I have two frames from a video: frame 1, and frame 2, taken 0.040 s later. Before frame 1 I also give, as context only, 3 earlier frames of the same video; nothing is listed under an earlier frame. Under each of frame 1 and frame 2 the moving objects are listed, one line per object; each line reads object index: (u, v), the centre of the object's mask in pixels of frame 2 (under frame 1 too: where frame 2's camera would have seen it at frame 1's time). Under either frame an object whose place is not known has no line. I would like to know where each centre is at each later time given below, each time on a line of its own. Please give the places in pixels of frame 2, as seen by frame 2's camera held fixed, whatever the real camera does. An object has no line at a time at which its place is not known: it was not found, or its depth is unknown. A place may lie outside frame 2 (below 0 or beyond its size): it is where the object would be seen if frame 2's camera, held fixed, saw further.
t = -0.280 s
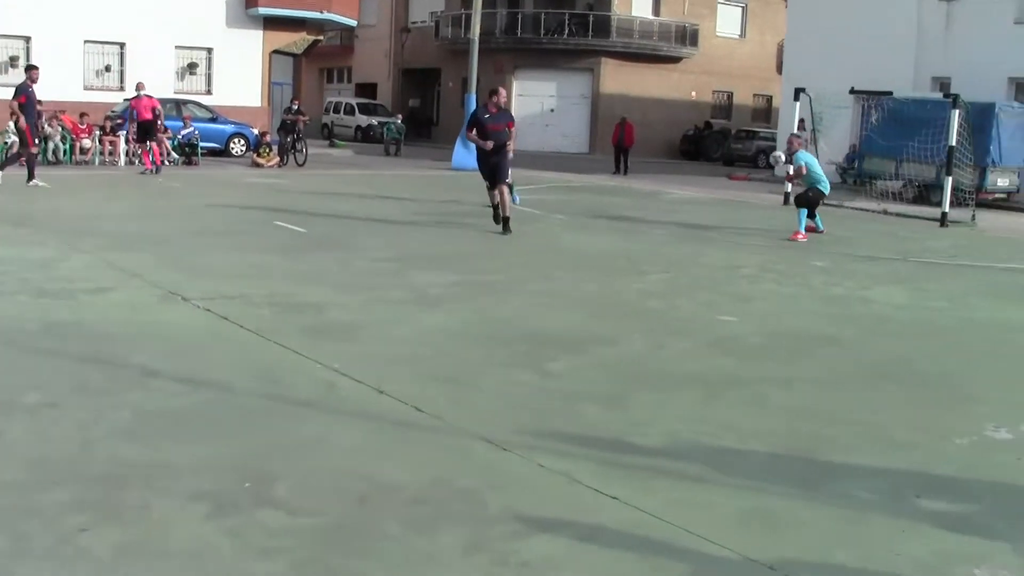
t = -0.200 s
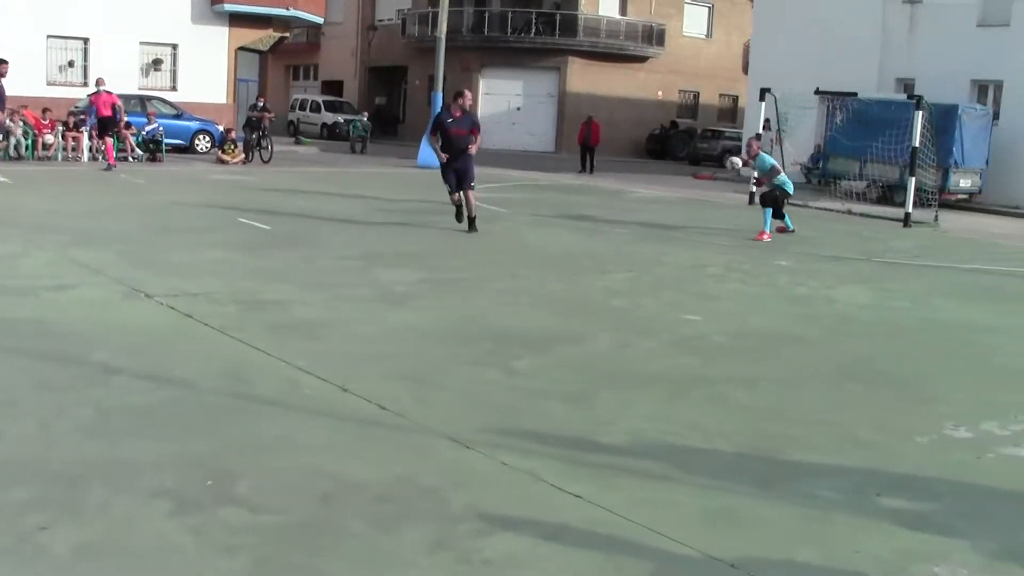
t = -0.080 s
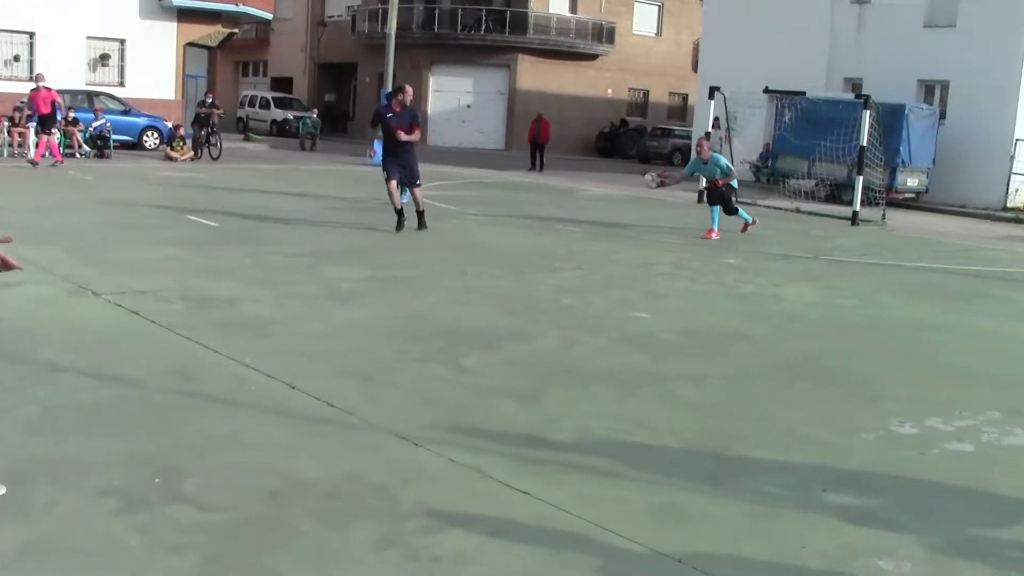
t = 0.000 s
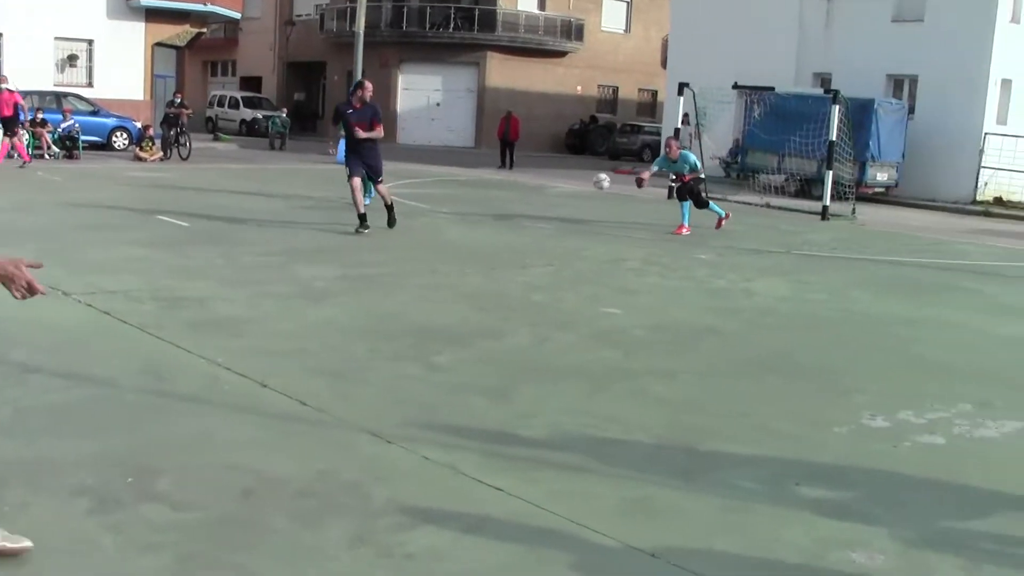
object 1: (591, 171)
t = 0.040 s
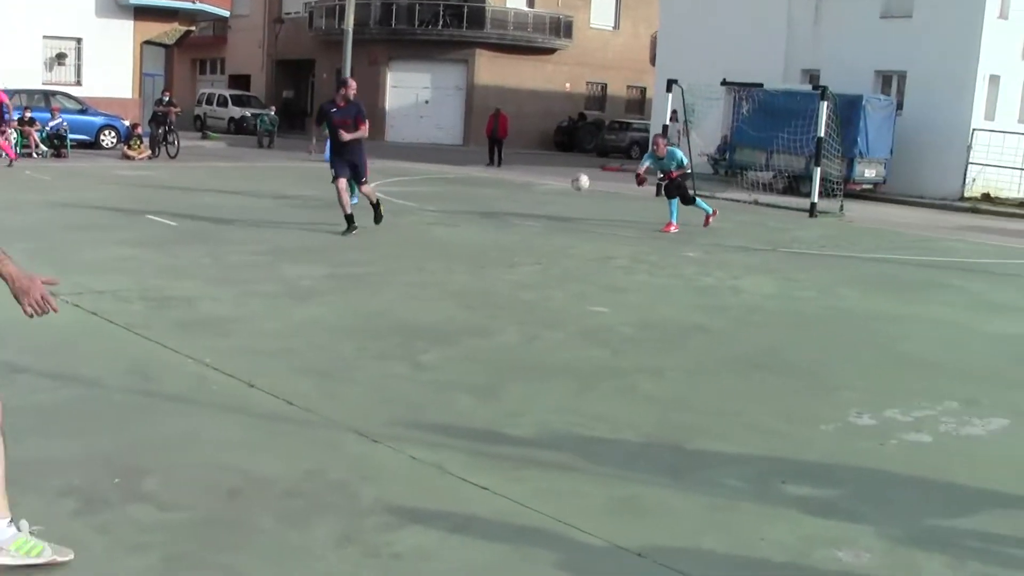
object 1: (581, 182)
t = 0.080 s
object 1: (562, 181)
